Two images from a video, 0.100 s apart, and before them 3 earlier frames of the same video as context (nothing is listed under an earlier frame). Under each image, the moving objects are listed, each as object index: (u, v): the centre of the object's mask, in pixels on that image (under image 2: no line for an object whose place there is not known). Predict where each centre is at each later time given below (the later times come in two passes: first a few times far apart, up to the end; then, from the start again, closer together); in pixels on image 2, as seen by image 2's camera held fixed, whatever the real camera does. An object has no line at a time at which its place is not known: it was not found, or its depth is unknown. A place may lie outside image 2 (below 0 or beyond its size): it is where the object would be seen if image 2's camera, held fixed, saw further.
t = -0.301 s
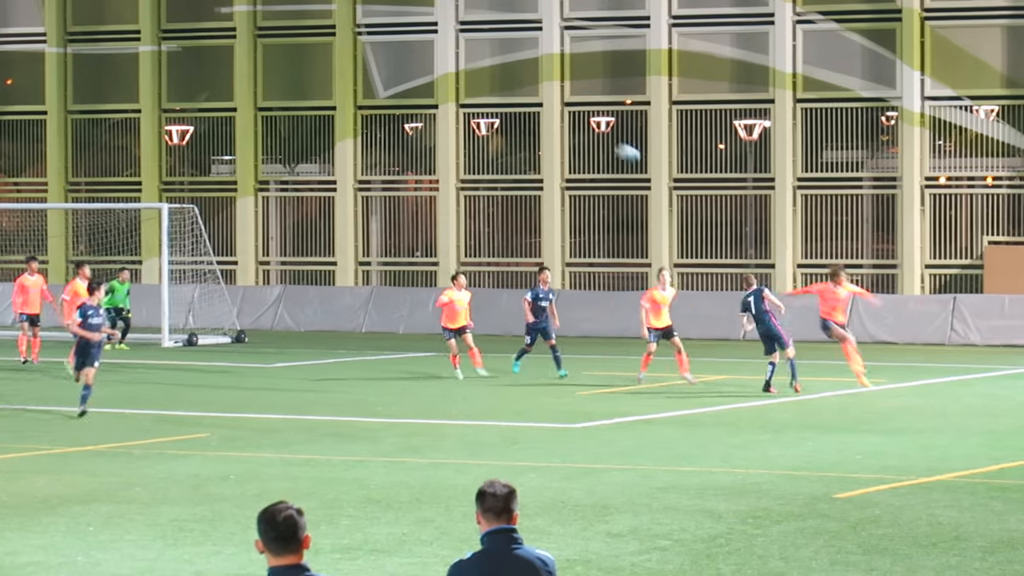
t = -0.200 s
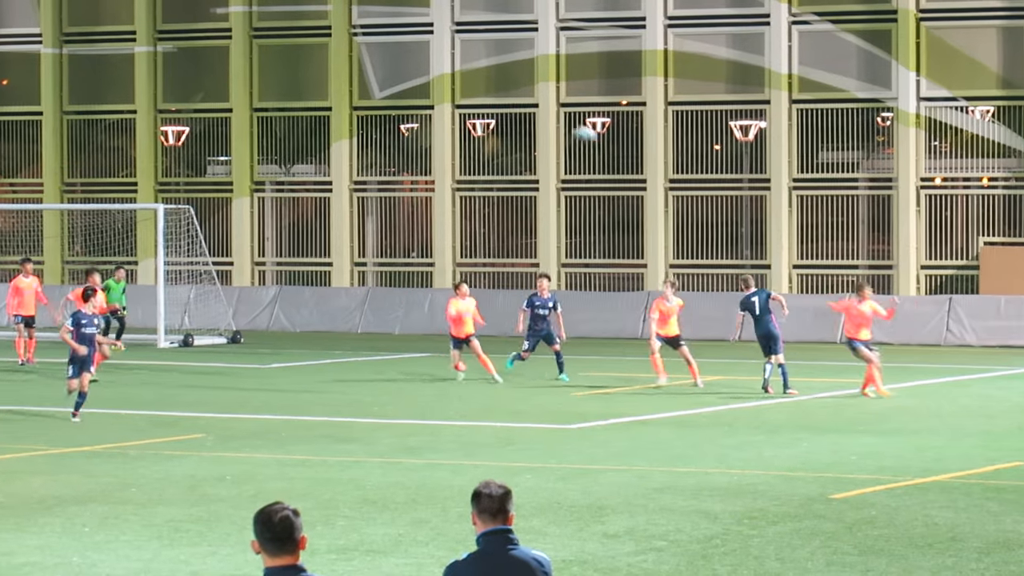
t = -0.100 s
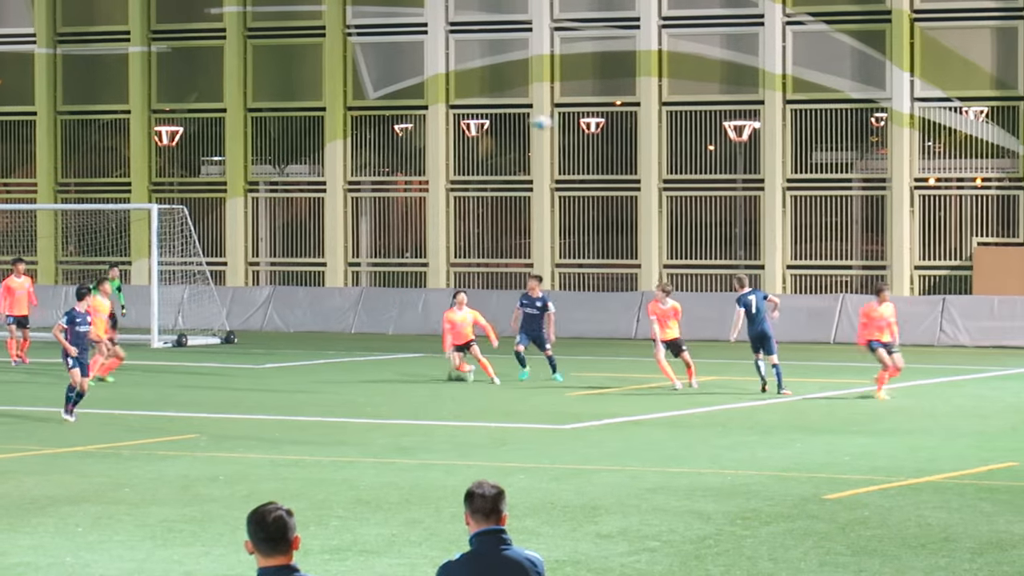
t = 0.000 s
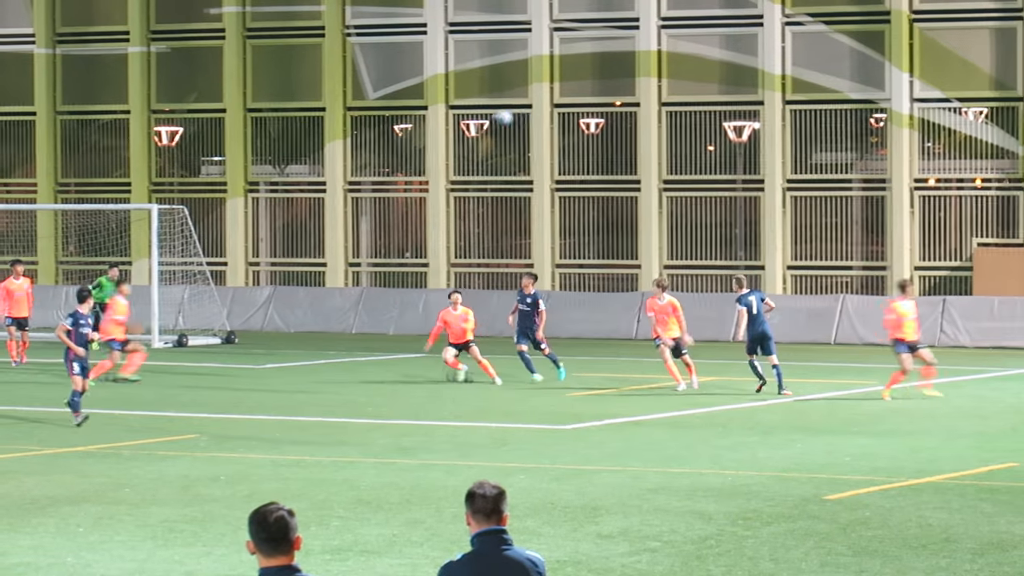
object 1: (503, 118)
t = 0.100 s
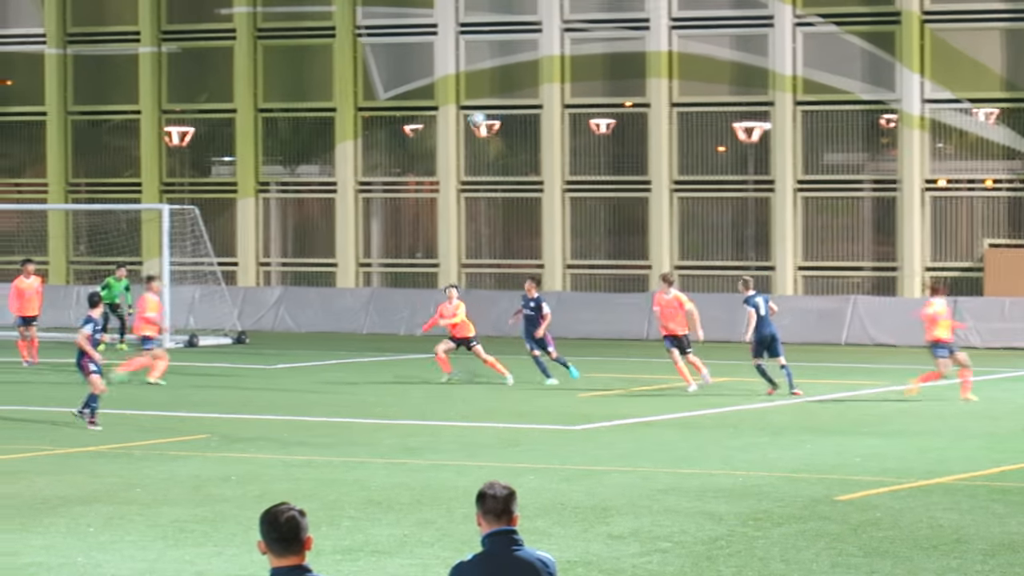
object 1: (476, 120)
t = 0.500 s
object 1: (340, 197)
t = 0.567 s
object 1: (318, 220)
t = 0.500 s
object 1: (340, 197)
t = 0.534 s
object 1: (328, 208)
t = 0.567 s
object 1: (318, 220)
